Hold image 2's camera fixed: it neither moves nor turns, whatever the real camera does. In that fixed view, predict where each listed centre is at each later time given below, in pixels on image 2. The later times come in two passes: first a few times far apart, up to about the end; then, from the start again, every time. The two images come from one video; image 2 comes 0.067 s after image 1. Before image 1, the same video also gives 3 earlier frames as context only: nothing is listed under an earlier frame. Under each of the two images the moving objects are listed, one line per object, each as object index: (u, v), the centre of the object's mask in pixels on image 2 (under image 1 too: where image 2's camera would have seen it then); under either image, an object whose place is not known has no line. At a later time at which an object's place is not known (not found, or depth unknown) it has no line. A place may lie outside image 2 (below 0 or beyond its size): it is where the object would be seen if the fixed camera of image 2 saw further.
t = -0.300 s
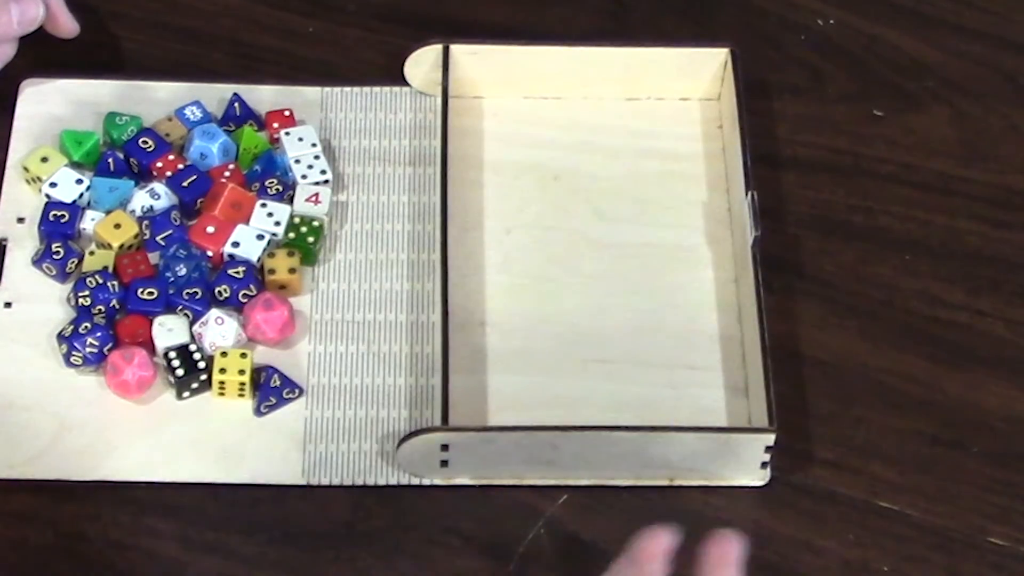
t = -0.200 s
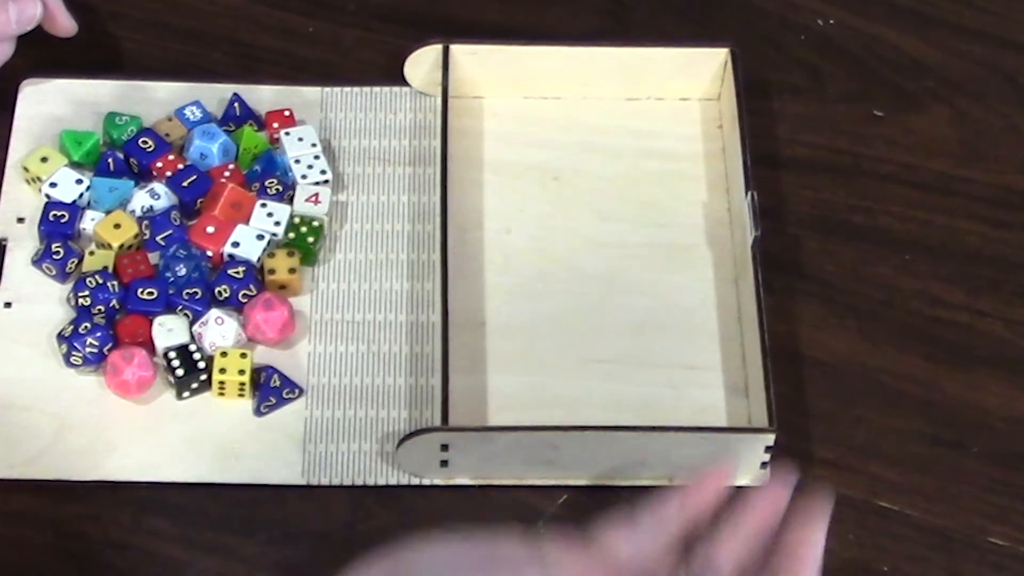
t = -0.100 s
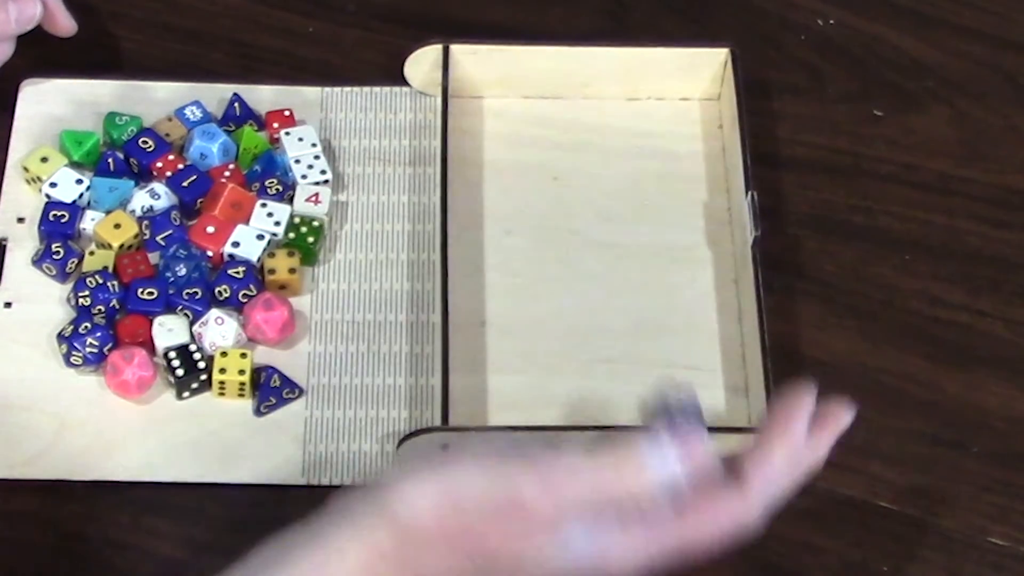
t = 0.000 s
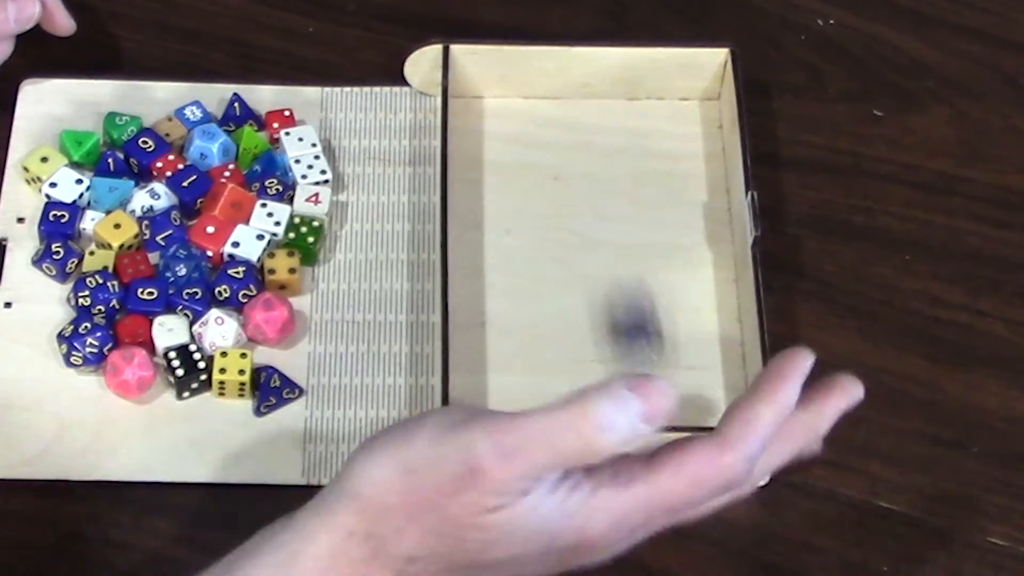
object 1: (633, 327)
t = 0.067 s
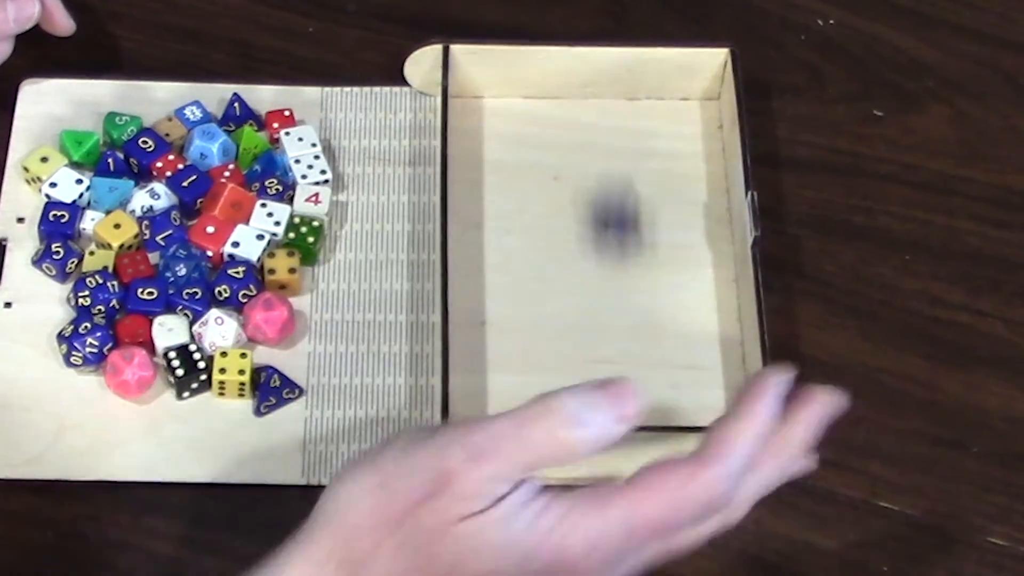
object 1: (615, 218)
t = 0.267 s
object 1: (584, 138)
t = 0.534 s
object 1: (565, 154)
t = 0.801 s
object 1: (565, 154)
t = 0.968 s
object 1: (565, 154)
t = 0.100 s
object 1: (610, 170)
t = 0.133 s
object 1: (607, 120)
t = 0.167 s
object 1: (604, 95)
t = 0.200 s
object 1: (596, 112)
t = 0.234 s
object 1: (589, 130)
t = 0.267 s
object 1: (584, 138)
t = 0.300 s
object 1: (581, 145)
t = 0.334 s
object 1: (579, 148)
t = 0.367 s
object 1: (577, 149)
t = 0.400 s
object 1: (573, 149)
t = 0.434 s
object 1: (572, 150)
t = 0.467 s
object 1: (568, 150)
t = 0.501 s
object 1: (565, 152)
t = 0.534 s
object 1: (565, 154)
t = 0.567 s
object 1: (565, 154)
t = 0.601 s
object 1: (565, 154)
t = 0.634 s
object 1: (565, 154)
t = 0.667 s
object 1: (565, 154)
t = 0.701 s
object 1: (565, 154)
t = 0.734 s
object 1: (565, 154)
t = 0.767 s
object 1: (565, 154)
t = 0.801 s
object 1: (565, 154)
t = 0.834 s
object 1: (565, 154)
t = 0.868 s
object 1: (565, 154)
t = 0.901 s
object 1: (565, 154)
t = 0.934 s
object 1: (565, 154)
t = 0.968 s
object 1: (565, 154)
